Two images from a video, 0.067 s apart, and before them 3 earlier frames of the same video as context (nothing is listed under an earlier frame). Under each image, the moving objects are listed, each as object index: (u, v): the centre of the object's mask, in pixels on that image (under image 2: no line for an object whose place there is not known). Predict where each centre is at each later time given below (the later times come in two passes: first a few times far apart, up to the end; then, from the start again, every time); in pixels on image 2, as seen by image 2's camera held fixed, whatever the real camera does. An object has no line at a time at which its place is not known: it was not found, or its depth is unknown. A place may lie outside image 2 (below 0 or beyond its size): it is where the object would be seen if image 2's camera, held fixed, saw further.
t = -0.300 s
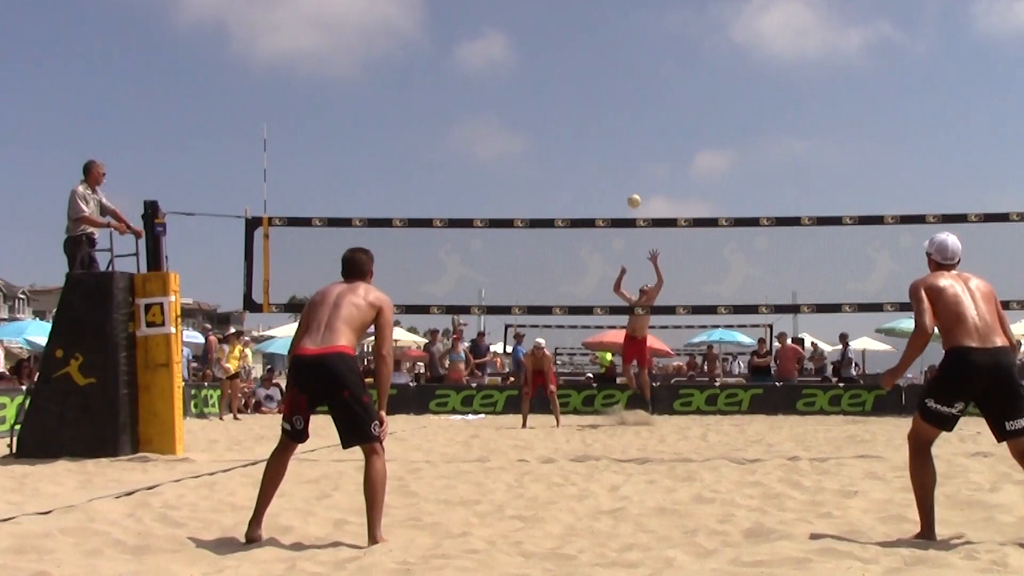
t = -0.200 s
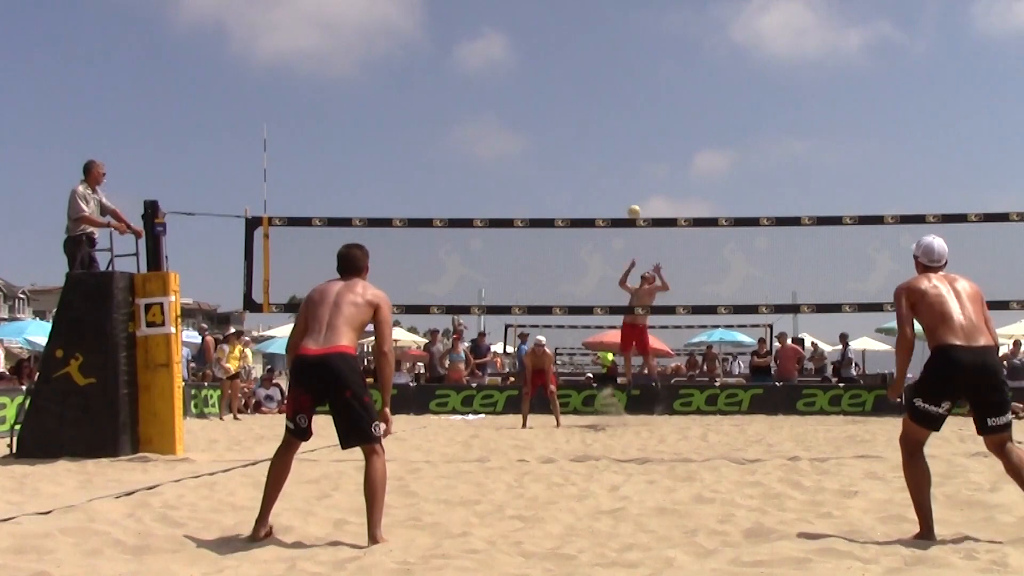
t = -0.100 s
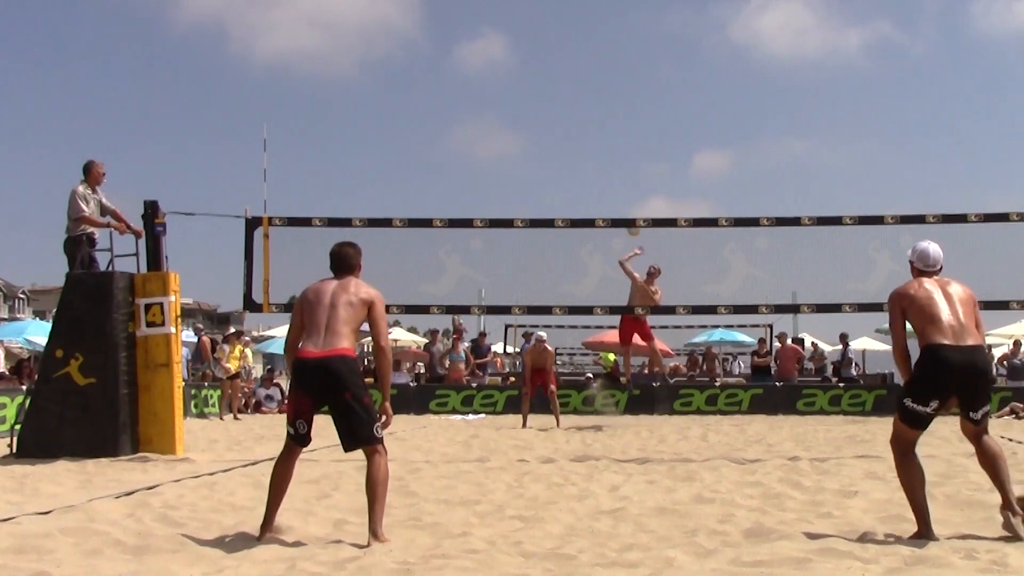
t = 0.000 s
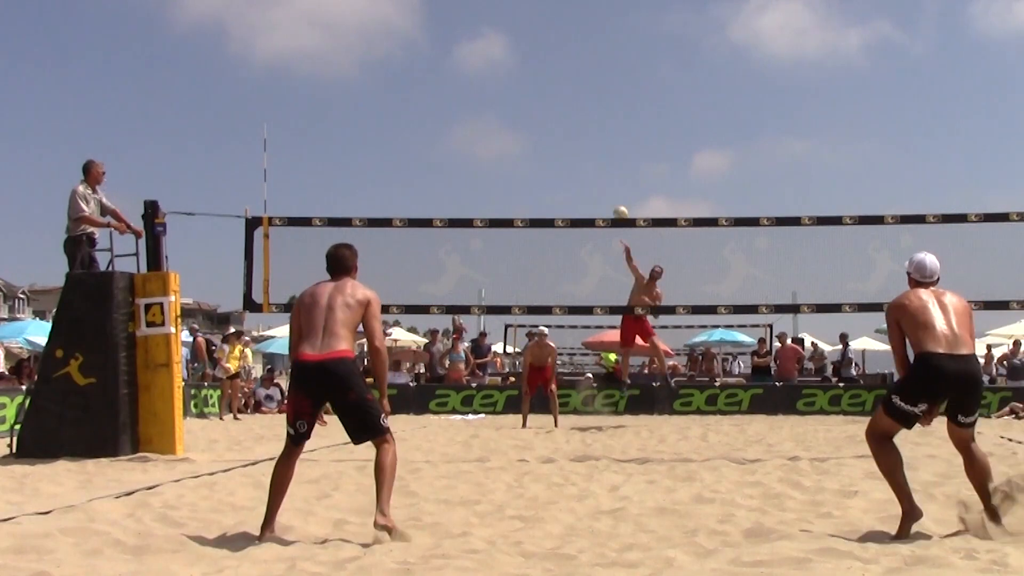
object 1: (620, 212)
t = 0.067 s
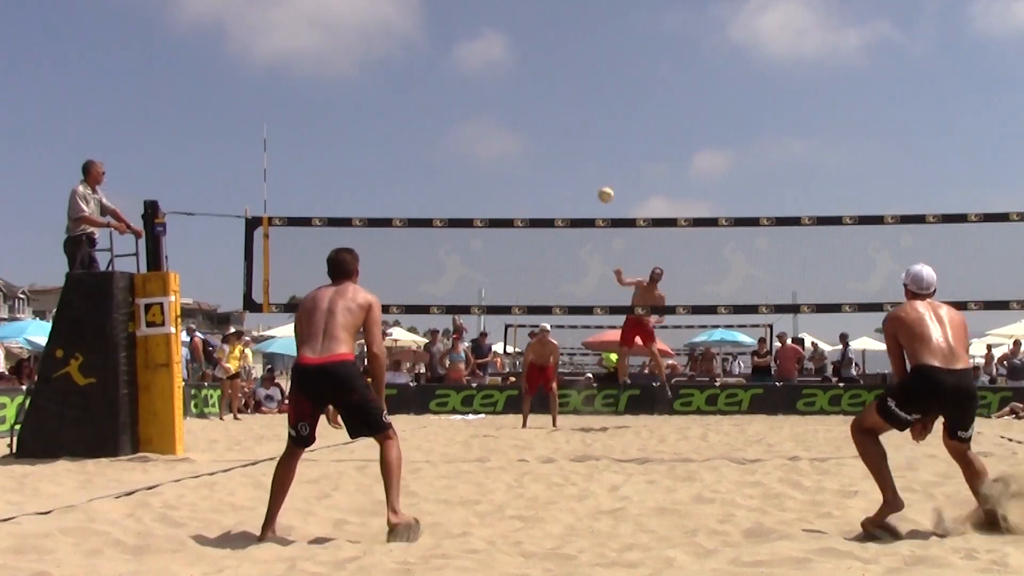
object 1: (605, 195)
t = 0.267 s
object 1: (549, 163)
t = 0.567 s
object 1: (395, 228)
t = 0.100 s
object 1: (598, 187)
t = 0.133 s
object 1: (589, 180)
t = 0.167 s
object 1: (580, 175)
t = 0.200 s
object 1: (571, 169)
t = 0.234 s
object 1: (560, 165)
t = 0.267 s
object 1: (549, 163)
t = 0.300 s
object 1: (537, 161)
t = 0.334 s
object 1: (524, 162)
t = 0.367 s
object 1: (509, 164)
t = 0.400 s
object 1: (494, 167)
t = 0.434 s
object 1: (477, 174)
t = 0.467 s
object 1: (459, 182)
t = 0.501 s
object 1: (439, 193)
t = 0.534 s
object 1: (418, 208)
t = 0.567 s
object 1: (395, 228)
